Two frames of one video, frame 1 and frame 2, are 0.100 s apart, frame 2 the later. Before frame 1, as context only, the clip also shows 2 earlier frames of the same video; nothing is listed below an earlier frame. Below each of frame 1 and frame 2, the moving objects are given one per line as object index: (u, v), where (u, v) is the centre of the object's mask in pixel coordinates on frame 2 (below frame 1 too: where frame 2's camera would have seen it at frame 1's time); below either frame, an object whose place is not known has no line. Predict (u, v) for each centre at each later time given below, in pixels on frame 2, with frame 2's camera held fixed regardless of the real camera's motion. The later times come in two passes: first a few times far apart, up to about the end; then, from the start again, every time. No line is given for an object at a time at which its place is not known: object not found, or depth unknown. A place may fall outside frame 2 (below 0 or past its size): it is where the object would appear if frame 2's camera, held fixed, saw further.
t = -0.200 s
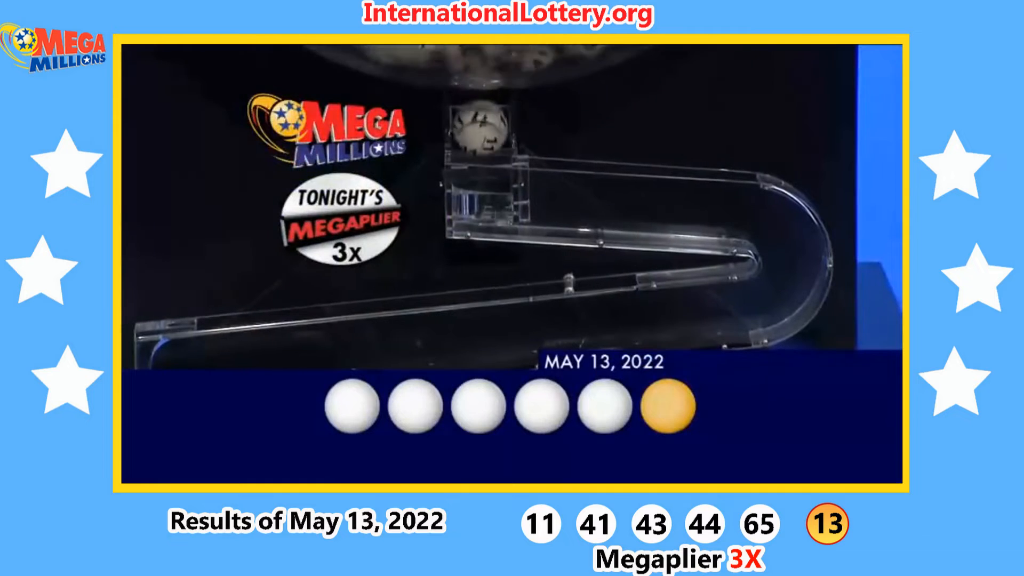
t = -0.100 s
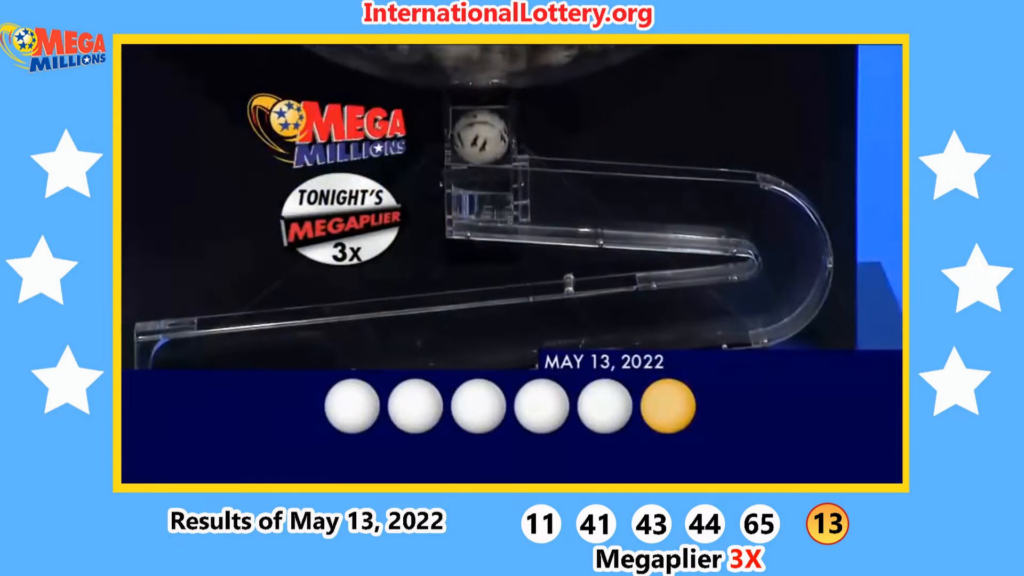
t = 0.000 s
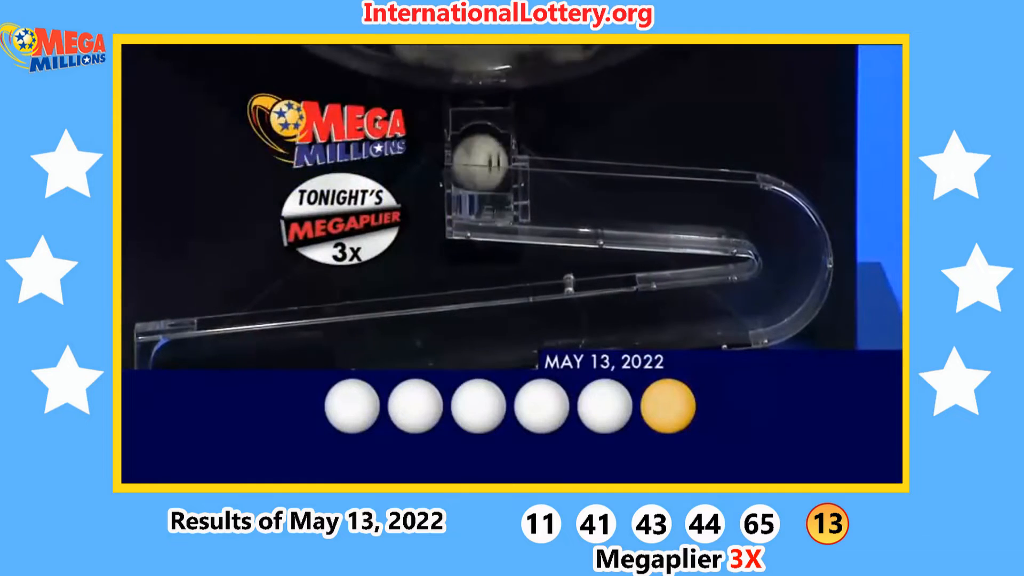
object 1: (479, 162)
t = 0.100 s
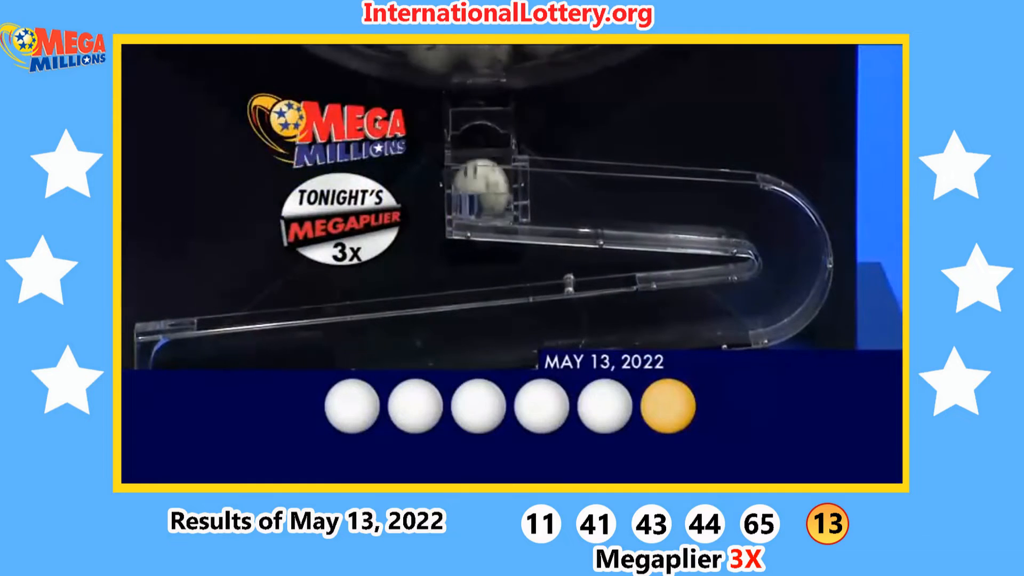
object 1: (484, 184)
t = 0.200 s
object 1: (518, 199)
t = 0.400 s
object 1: (636, 207)
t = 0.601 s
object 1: (774, 225)
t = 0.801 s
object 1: (643, 318)
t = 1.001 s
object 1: (441, 337)
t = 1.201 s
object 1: (389, 335)
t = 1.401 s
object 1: (404, 336)
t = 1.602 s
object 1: (389, 340)
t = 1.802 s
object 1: (363, 343)
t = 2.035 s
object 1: (361, 345)
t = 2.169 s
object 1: (361, 345)
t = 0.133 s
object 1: (489, 193)
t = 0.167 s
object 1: (500, 196)
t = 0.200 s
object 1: (518, 199)
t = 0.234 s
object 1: (536, 201)
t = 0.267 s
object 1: (556, 203)
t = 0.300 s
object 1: (575, 205)
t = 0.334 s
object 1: (595, 205)
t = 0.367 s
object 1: (615, 205)
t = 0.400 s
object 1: (636, 207)
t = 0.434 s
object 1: (657, 208)
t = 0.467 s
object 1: (679, 210)
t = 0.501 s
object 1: (701, 211)
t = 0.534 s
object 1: (724, 213)
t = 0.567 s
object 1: (749, 215)
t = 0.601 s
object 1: (774, 225)
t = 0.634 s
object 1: (793, 246)
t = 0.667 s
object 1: (785, 284)
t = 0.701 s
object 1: (751, 306)
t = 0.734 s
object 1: (713, 310)
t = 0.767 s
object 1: (677, 312)
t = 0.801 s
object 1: (643, 318)
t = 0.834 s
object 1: (611, 320)
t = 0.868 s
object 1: (580, 322)
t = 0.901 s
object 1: (546, 326)
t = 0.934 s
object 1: (512, 331)
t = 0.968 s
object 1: (477, 333)
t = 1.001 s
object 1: (441, 337)
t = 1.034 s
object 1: (404, 341)
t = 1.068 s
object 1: (367, 344)
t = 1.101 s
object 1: (357, 337)
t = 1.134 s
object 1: (369, 334)
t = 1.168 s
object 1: (383, 343)
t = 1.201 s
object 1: (389, 335)
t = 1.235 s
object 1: (394, 334)
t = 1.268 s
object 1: (399, 342)
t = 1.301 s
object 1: (401, 335)
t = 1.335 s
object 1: (403, 337)
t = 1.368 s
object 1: (404, 339)
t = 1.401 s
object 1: (404, 336)
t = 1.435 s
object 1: (404, 341)
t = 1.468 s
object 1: (402, 336)
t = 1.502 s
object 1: (400, 342)
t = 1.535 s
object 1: (397, 338)
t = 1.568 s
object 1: (394, 342)
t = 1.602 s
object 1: (389, 340)
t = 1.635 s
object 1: (385, 343)
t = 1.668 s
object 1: (379, 342)
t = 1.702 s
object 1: (373, 344)
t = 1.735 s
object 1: (365, 343)
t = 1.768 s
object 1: (364, 344)
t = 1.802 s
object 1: (363, 343)
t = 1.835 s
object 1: (362, 344)
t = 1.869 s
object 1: (361, 345)
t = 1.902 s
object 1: (360, 345)
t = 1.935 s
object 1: (361, 344)
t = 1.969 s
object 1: (362, 344)
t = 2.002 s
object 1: (362, 345)
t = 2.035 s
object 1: (361, 345)
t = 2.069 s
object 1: (361, 345)
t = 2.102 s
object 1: (361, 345)
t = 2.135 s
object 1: (361, 345)
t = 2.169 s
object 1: (361, 345)
